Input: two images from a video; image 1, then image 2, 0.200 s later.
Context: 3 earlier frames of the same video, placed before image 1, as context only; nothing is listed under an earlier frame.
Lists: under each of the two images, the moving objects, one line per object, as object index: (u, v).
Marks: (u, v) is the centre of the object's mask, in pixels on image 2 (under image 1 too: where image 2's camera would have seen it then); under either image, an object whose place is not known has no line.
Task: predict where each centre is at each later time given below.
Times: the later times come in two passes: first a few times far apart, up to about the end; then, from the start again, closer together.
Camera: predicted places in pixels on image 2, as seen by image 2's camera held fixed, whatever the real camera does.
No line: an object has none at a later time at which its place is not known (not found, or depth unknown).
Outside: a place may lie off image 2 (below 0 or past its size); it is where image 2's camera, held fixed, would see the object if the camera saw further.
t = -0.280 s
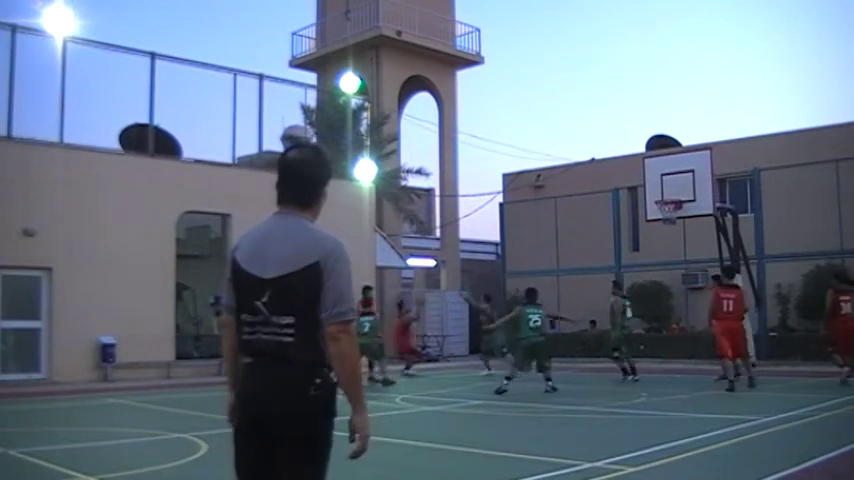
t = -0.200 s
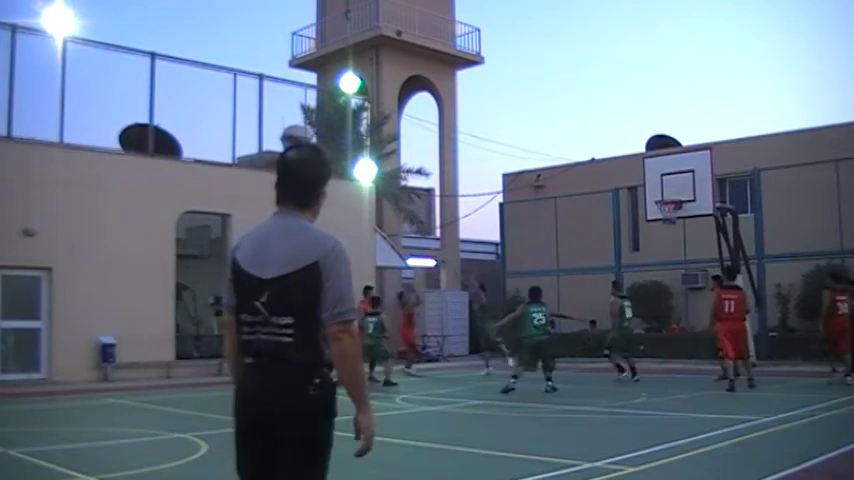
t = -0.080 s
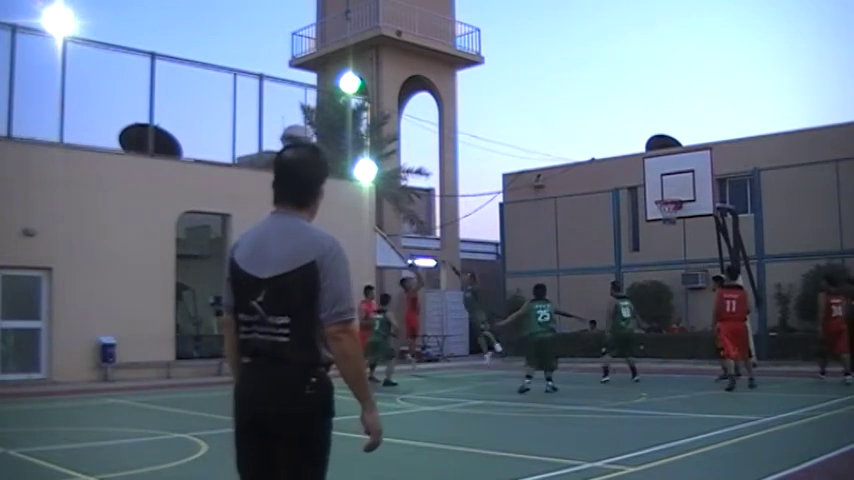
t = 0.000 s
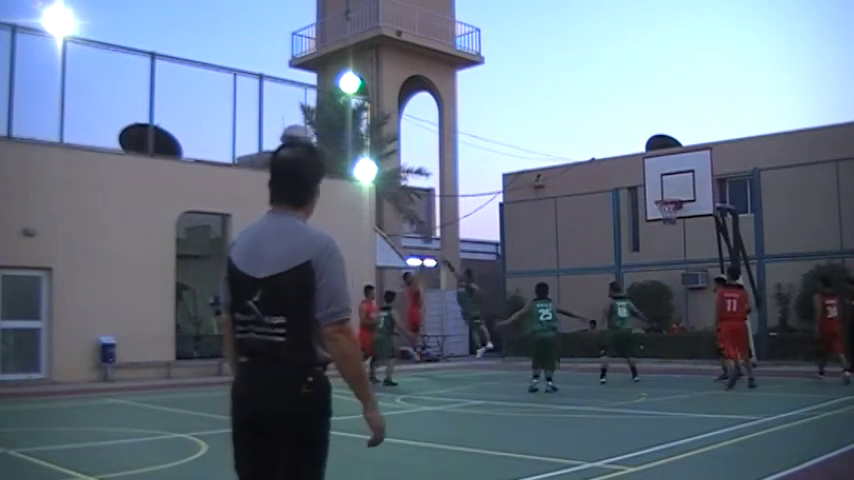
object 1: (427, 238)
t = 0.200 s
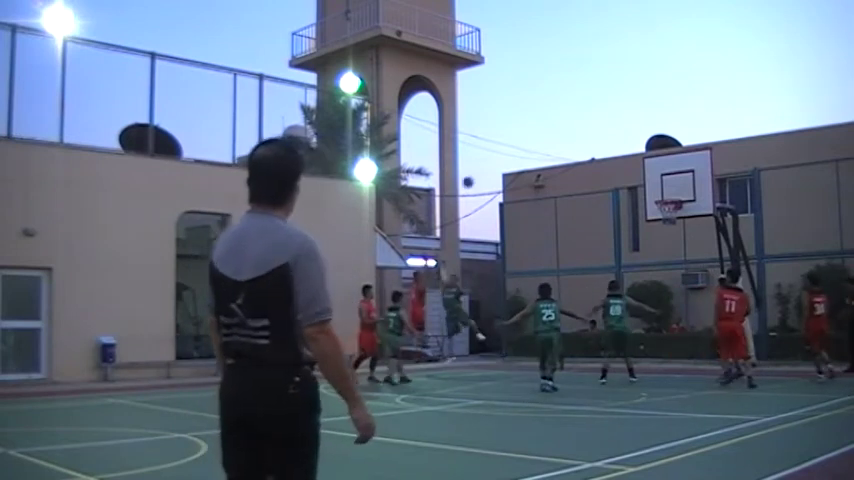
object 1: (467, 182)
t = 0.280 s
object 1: (484, 165)
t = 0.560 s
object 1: (543, 128)
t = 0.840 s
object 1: (604, 130)
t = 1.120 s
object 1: (666, 172)
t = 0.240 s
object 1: (476, 173)
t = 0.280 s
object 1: (484, 165)
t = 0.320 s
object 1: (492, 157)
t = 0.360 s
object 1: (500, 150)
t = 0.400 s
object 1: (509, 144)
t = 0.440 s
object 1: (517, 139)
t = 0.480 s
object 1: (526, 135)
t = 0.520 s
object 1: (534, 131)
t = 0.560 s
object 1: (543, 128)
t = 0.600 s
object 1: (551, 126)
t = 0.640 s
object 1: (560, 125)
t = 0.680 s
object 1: (569, 124)
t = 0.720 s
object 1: (577, 124)
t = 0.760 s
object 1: (586, 125)
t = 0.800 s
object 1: (595, 127)
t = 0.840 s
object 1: (604, 130)
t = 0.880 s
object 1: (613, 134)
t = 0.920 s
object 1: (622, 138)
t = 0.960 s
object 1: (632, 144)
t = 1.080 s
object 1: (661, 166)
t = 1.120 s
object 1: (666, 172)
